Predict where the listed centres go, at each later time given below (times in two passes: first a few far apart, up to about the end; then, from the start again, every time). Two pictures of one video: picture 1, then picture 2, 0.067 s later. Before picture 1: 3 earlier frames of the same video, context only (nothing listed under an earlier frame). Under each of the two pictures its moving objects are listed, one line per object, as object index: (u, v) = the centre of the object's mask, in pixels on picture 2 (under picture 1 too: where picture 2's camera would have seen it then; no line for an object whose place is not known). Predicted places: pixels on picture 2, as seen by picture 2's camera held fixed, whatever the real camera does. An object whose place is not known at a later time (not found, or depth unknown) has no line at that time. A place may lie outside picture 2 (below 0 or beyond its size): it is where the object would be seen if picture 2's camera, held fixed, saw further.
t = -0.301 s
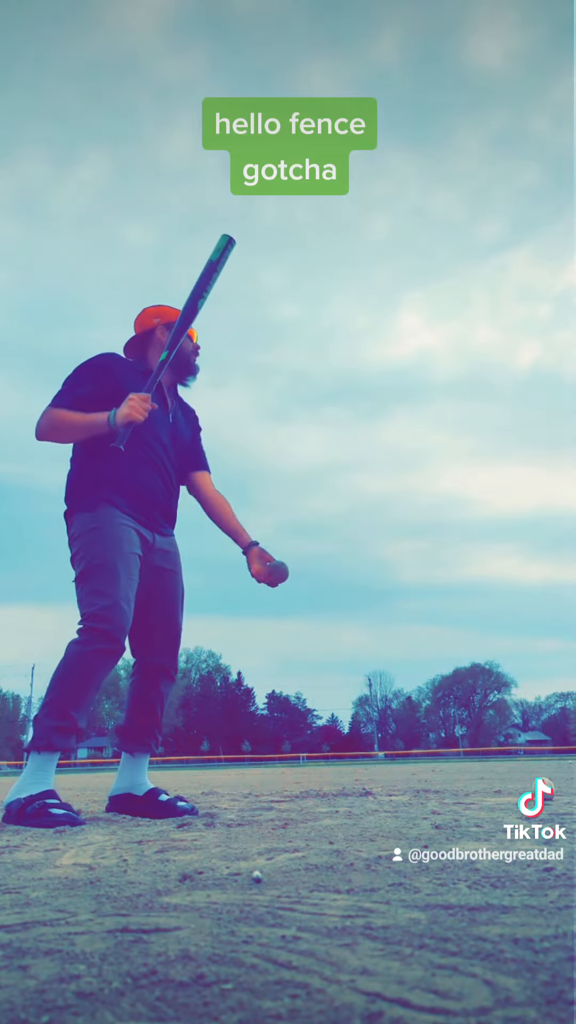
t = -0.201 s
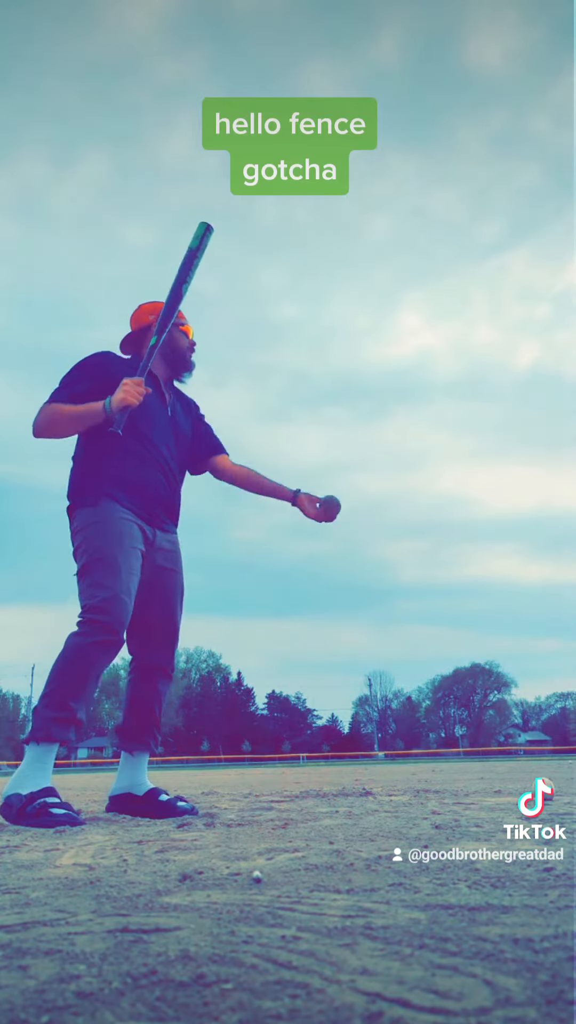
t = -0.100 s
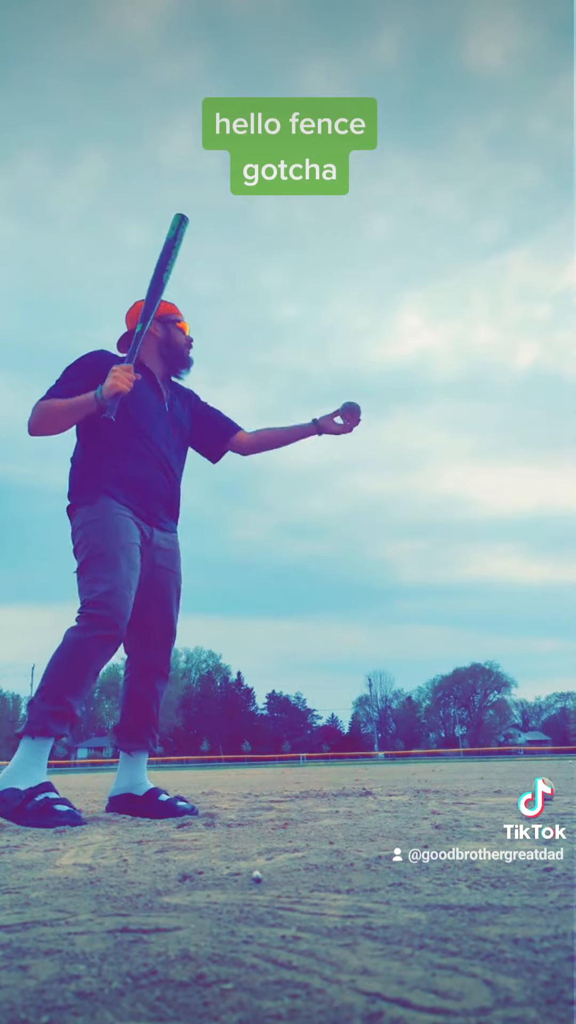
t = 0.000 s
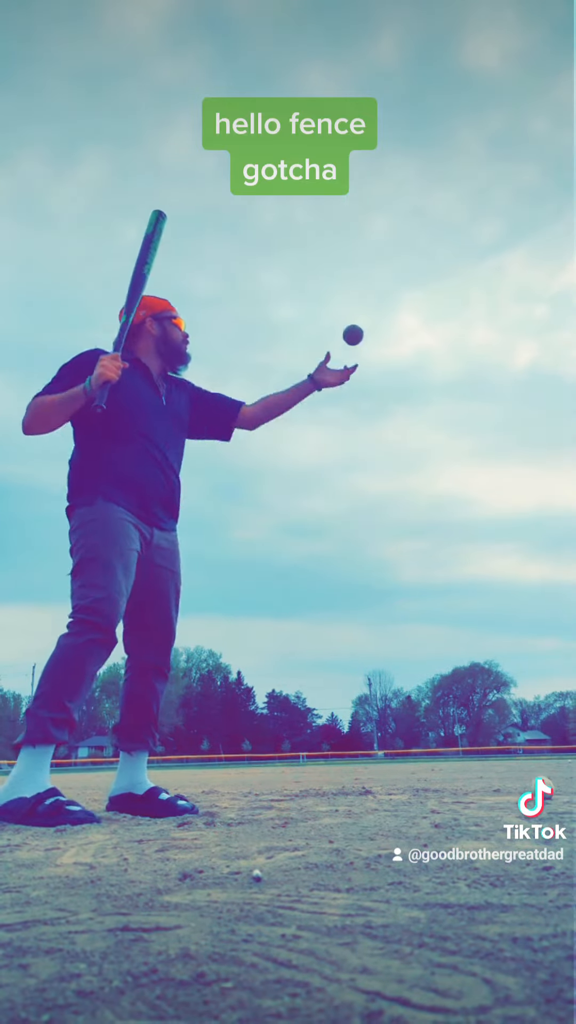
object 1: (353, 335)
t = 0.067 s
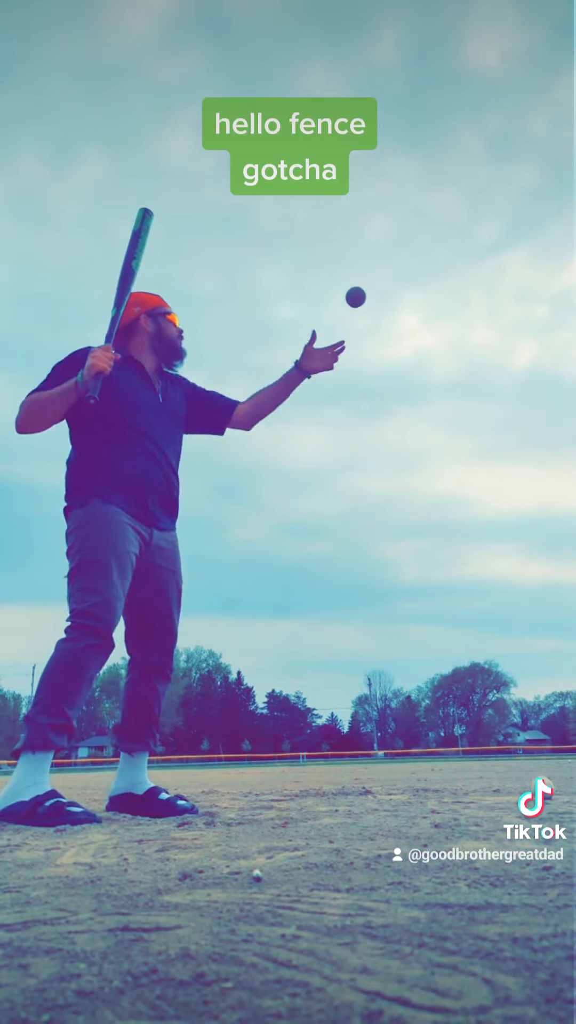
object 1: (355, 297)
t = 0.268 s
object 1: (367, 239)
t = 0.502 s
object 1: (386, 265)
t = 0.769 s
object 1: (419, 429)
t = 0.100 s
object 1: (357, 281)
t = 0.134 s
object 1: (359, 268)
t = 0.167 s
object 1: (361, 258)
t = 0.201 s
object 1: (362, 249)
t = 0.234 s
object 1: (364, 243)
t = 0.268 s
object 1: (367, 239)
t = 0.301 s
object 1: (369, 237)
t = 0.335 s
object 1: (371, 237)
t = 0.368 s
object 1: (374, 238)
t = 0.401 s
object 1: (377, 242)
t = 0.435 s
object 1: (379, 248)
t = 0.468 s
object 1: (382, 255)
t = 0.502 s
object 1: (386, 265)
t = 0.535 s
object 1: (389, 277)
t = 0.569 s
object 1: (392, 292)
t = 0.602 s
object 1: (396, 308)
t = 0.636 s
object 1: (400, 327)
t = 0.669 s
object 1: (404, 348)
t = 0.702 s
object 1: (409, 373)
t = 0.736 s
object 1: (414, 399)
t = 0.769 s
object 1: (419, 429)
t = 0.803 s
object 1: (424, 462)
